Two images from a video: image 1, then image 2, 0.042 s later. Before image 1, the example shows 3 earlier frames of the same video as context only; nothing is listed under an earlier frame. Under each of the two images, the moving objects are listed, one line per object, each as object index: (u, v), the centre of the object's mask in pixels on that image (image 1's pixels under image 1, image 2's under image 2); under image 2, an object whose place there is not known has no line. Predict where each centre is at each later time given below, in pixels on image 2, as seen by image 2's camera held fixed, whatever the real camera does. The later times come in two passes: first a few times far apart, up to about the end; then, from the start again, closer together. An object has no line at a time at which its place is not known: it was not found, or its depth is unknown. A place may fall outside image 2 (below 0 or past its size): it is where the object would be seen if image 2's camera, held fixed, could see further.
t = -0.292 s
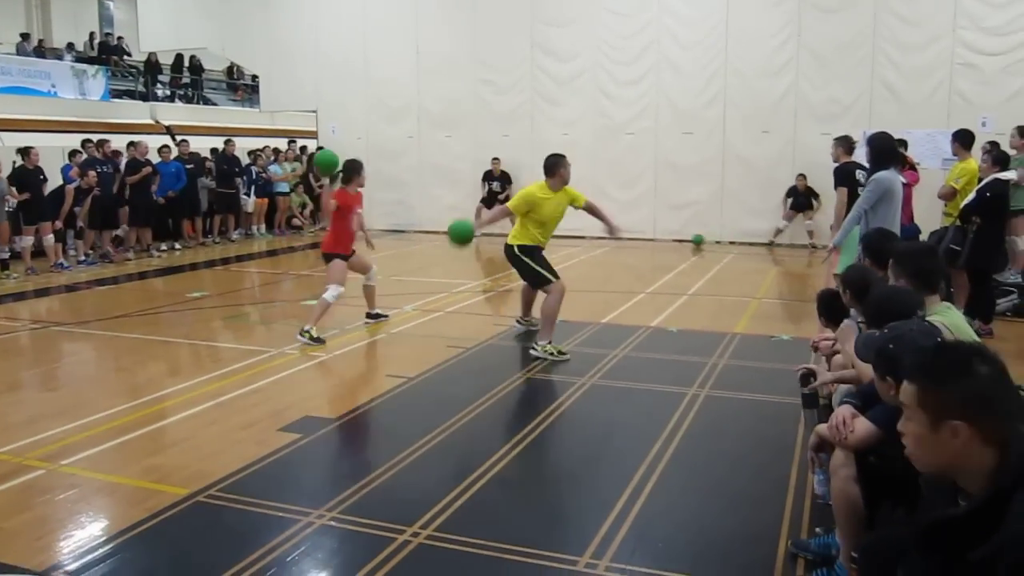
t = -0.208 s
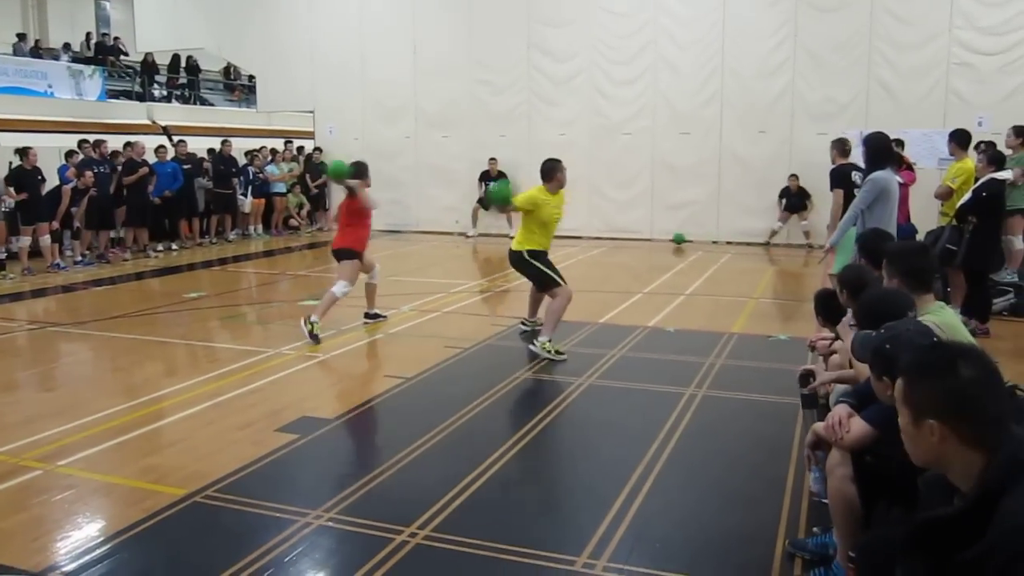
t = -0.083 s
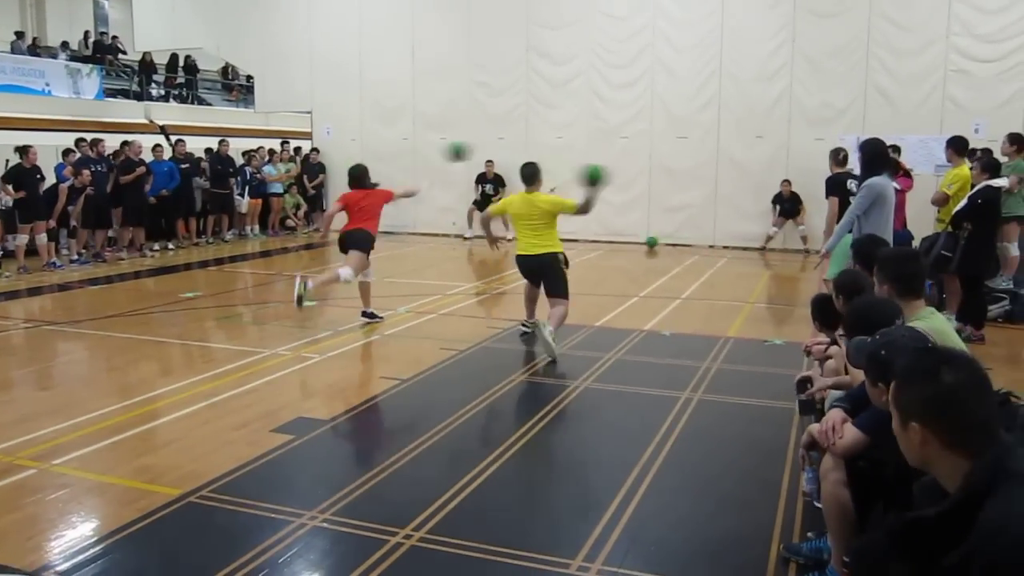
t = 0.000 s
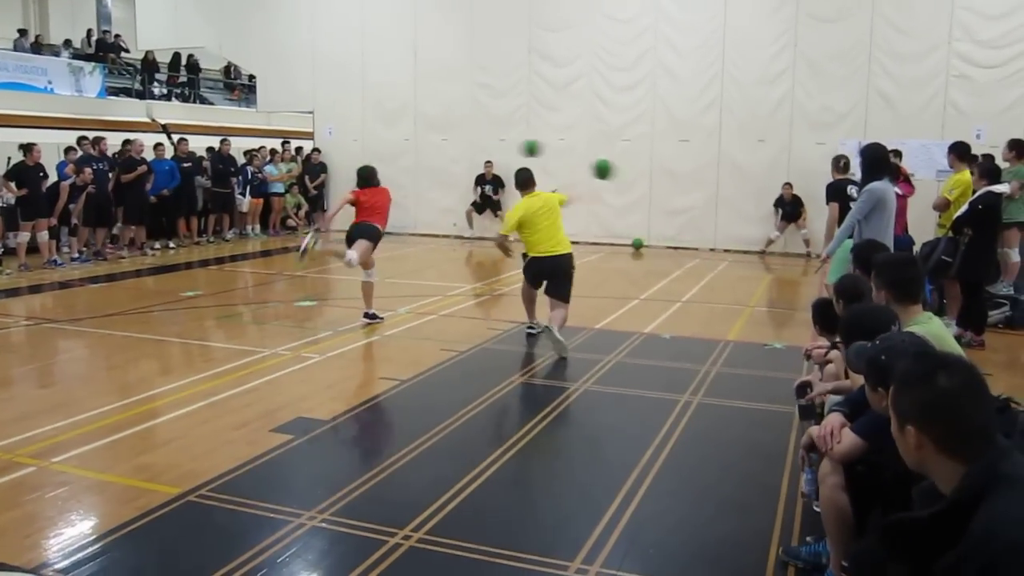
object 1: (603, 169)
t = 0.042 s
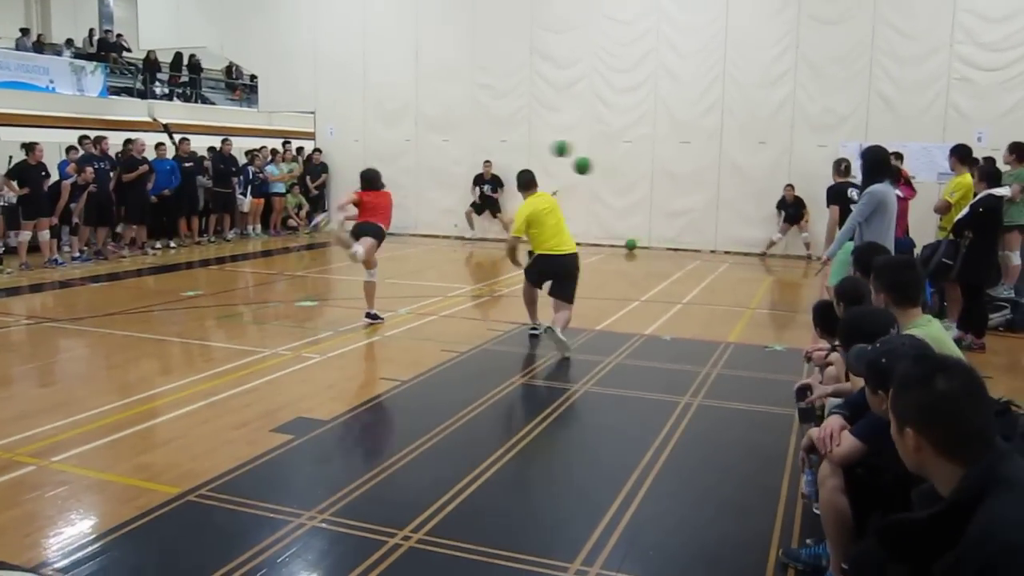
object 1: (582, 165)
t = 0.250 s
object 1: (523, 157)
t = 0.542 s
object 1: (438, 174)
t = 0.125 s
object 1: (552, 159)
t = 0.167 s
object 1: (541, 157)
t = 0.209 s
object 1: (531, 157)
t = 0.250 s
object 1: (523, 157)
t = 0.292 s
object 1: (515, 157)
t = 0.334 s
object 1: (508, 158)
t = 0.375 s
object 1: (495, 159)
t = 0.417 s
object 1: (482, 161)
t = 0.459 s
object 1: (468, 164)
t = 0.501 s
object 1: (454, 169)
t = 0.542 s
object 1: (438, 174)
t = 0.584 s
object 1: (423, 181)
